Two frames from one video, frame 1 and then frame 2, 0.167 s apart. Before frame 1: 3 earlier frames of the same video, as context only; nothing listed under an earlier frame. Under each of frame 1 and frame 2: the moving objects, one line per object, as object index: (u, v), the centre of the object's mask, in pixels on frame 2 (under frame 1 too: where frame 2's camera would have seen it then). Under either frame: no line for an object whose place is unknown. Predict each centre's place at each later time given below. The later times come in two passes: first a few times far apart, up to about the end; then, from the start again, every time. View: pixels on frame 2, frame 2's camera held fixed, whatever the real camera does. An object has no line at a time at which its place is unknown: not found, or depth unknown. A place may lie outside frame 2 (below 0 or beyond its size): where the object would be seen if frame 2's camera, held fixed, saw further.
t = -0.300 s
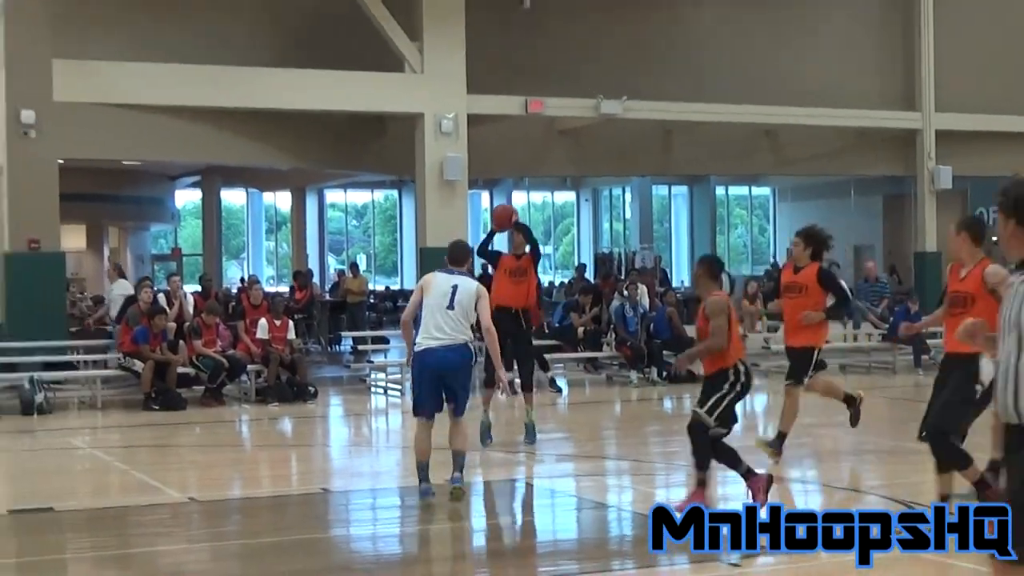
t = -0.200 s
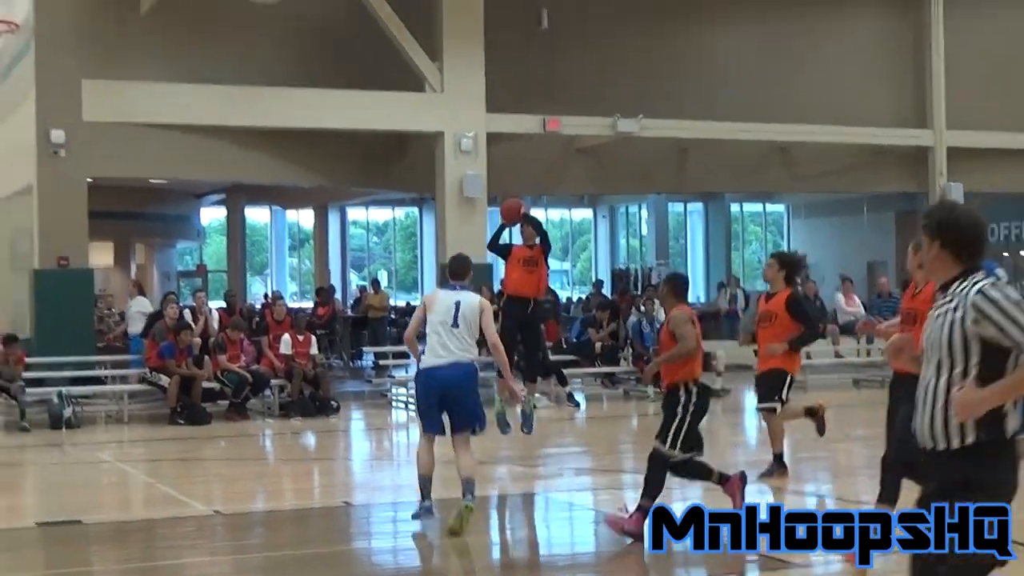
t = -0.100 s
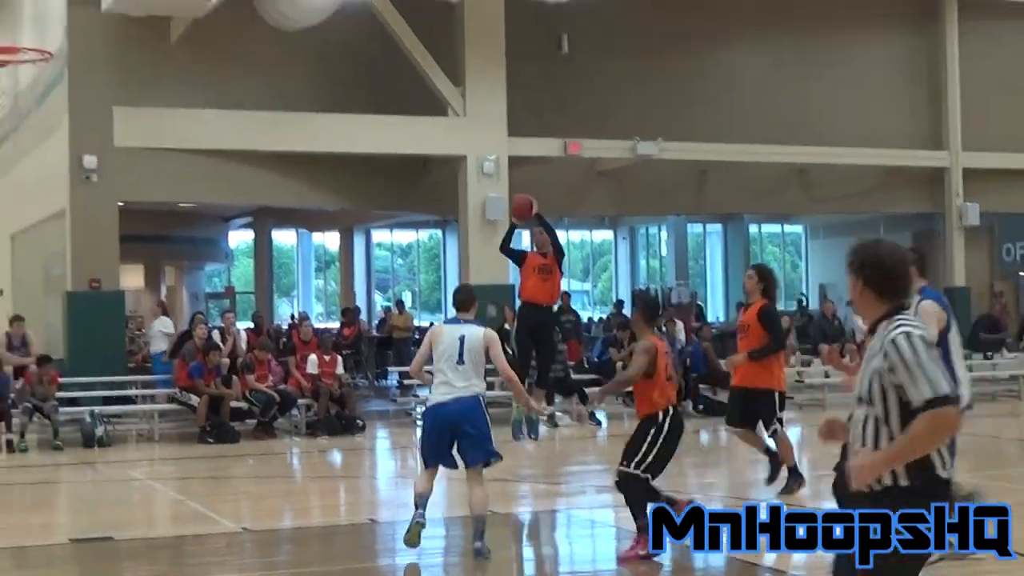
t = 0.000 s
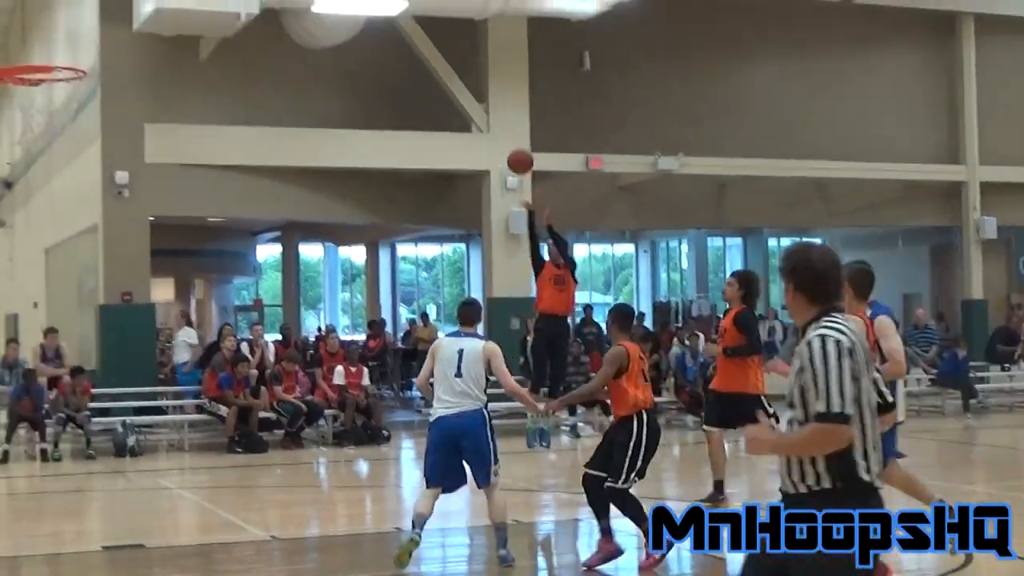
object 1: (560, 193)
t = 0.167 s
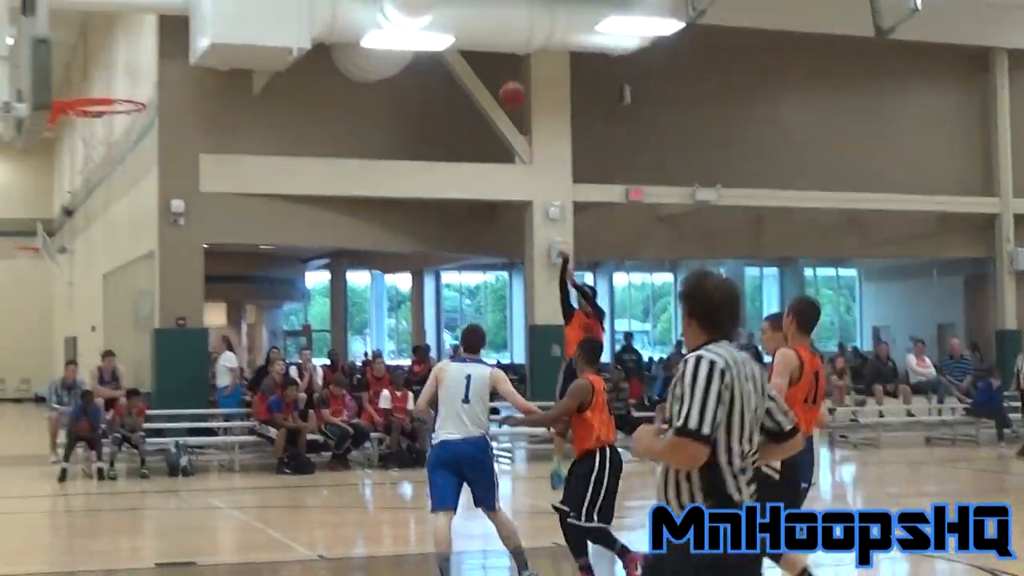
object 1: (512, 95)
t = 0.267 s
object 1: (480, 48)
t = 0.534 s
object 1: (383, -43)
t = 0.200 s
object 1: (503, 79)
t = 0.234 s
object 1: (491, 63)
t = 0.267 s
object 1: (480, 48)
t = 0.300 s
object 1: (469, 33)
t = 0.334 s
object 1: (457, 19)
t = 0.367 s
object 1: (445, 6)
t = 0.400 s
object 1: (434, -5)
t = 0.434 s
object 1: (422, -16)
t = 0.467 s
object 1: (409, -25)
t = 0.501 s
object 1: (396, -35)
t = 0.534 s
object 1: (383, -43)
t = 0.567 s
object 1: (371, -43)
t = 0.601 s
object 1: (357, -49)
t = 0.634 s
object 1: (343, -53)
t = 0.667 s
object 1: (328, -56)
